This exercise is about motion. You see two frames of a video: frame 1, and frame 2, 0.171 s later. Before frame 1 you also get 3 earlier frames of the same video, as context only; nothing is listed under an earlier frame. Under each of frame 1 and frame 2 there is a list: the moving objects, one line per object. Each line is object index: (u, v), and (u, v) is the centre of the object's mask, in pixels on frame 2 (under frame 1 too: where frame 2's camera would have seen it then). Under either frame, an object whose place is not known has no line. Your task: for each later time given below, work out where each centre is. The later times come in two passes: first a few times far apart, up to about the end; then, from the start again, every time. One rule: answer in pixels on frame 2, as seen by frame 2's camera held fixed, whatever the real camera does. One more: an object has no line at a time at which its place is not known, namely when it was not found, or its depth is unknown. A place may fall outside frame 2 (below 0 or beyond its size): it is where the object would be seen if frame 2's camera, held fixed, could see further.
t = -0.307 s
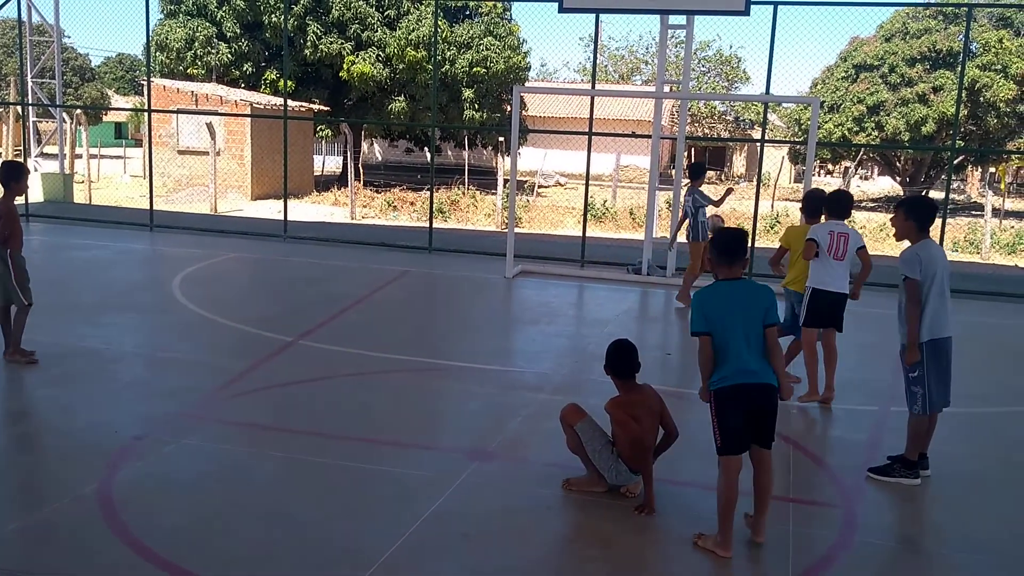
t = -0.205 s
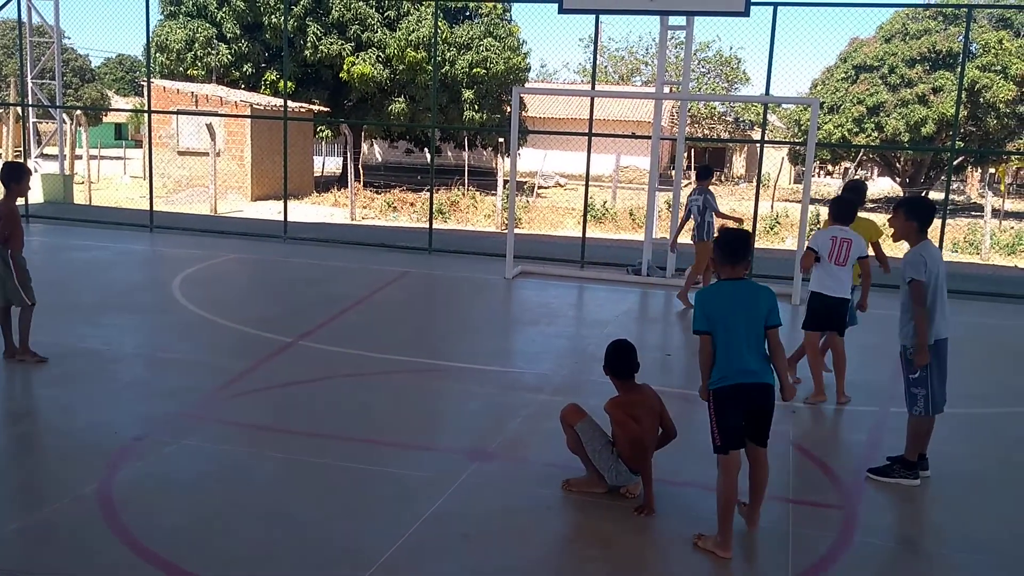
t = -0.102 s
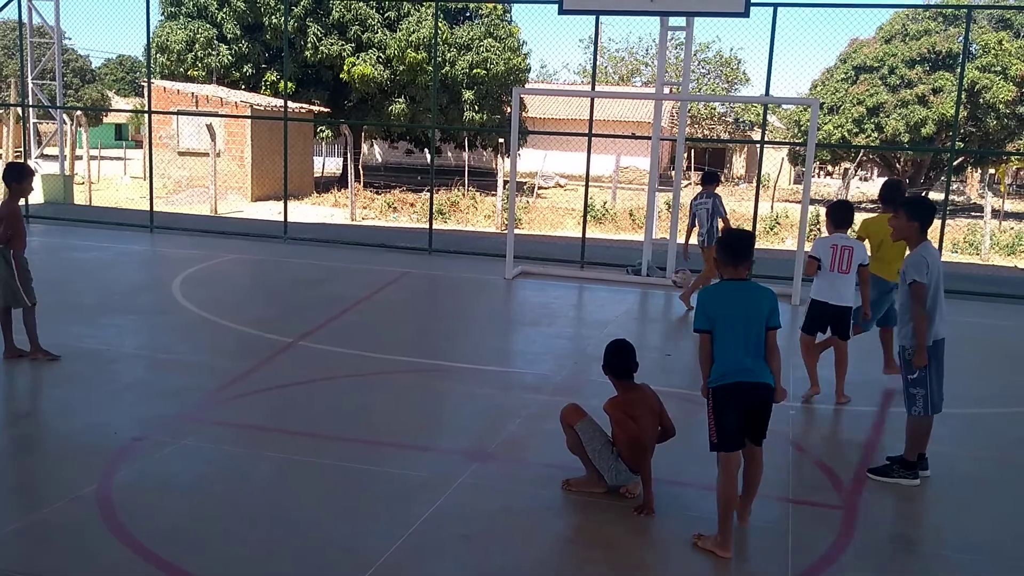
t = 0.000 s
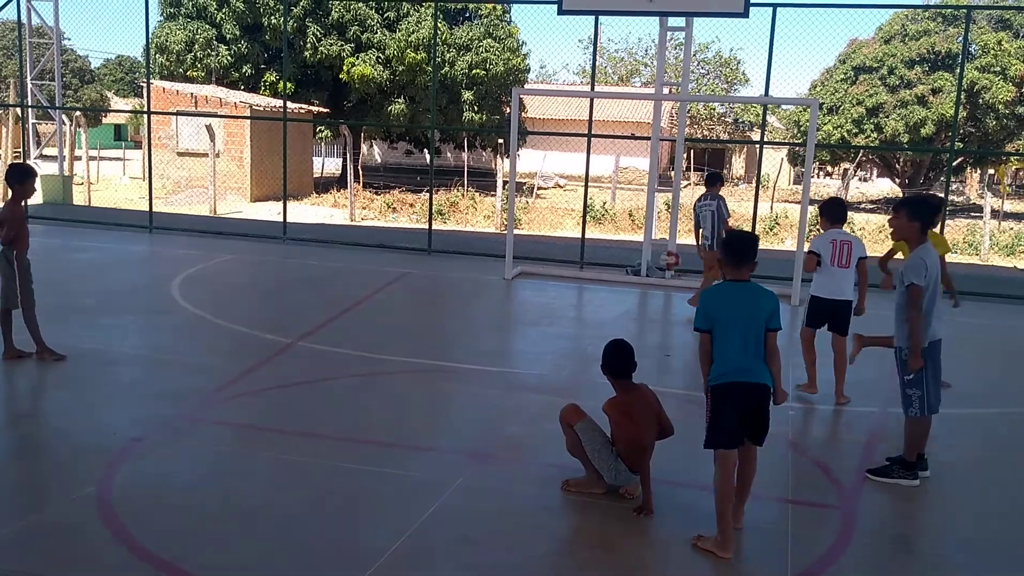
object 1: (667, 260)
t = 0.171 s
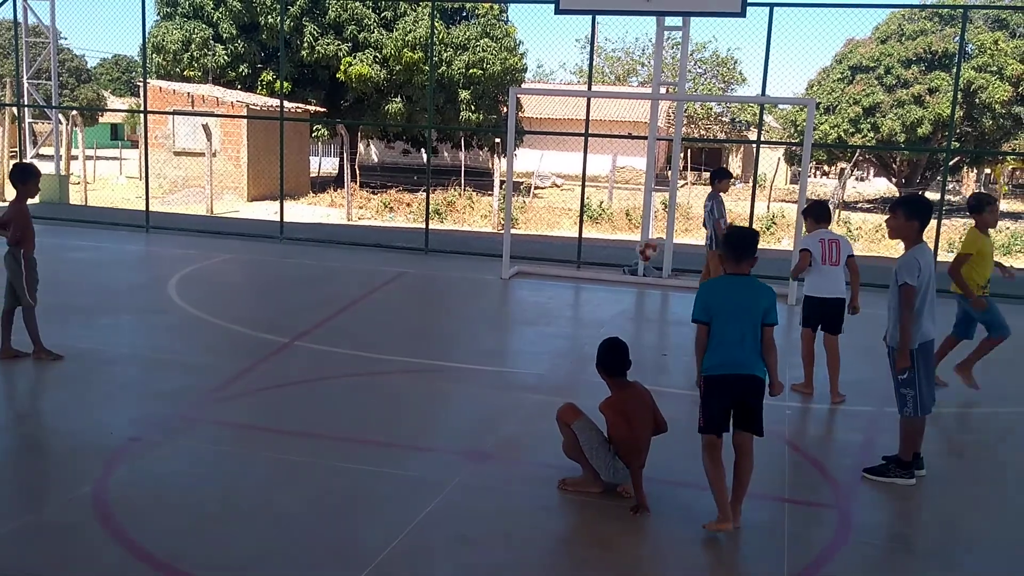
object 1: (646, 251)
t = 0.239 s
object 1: (637, 255)
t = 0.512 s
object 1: (591, 313)
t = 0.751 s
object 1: (555, 308)
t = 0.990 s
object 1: (514, 339)
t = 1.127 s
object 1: (488, 354)
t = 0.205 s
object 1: (642, 252)
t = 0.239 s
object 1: (637, 255)
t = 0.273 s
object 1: (632, 258)
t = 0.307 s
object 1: (628, 264)
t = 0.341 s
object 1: (618, 279)
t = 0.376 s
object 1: (611, 288)
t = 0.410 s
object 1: (606, 298)
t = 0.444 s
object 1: (601, 310)
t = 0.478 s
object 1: (595, 318)
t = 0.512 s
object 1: (591, 313)
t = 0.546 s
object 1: (587, 309)
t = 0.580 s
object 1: (582, 306)
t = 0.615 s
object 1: (577, 304)
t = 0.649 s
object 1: (572, 303)
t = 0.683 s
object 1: (567, 303)
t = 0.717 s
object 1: (561, 305)
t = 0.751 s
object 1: (555, 308)
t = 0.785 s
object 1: (550, 314)
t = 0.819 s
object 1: (543, 320)
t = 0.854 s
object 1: (538, 329)
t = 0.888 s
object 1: (533, 338)
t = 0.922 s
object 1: (526, 340)
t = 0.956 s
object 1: (520, 339)
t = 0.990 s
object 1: (514, 339)
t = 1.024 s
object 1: (508, 342)
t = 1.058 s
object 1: (501, 344)
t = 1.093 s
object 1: (494, 350)
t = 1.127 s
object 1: (488, 354)
